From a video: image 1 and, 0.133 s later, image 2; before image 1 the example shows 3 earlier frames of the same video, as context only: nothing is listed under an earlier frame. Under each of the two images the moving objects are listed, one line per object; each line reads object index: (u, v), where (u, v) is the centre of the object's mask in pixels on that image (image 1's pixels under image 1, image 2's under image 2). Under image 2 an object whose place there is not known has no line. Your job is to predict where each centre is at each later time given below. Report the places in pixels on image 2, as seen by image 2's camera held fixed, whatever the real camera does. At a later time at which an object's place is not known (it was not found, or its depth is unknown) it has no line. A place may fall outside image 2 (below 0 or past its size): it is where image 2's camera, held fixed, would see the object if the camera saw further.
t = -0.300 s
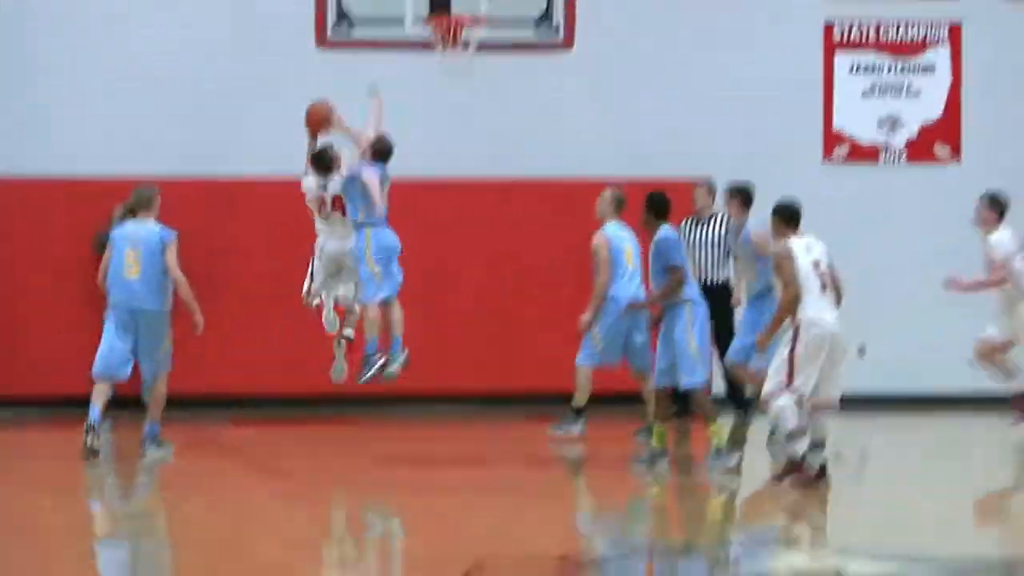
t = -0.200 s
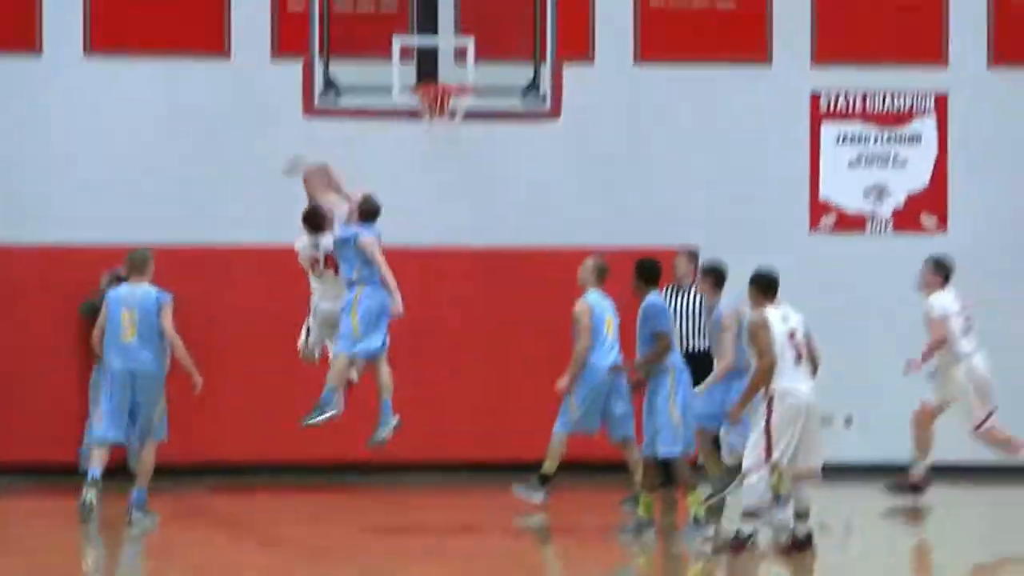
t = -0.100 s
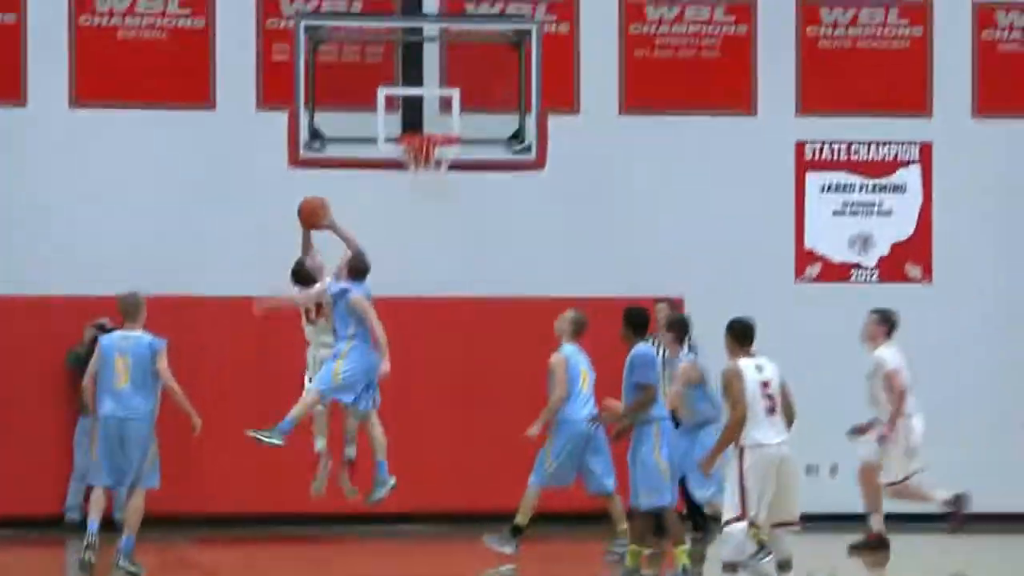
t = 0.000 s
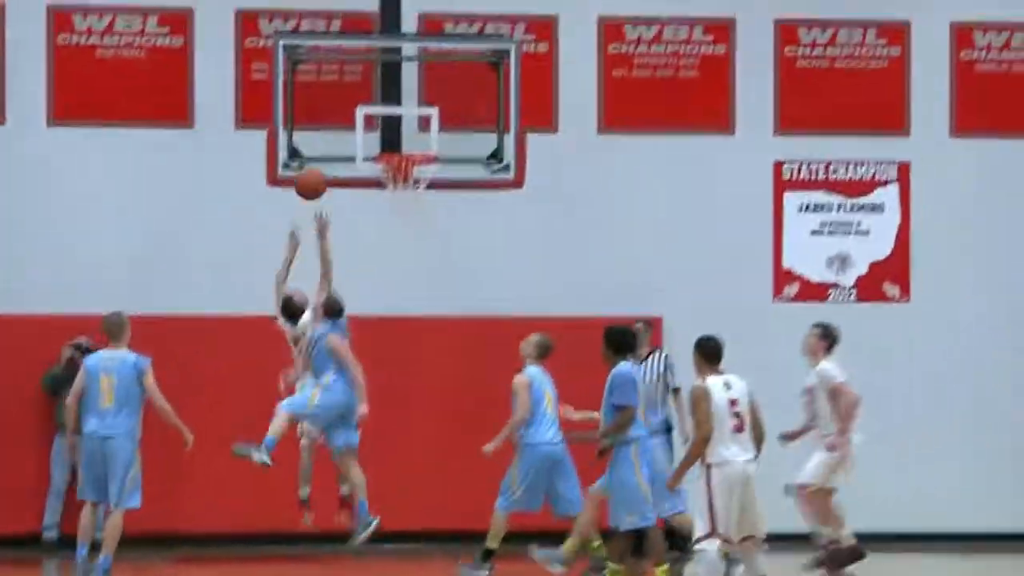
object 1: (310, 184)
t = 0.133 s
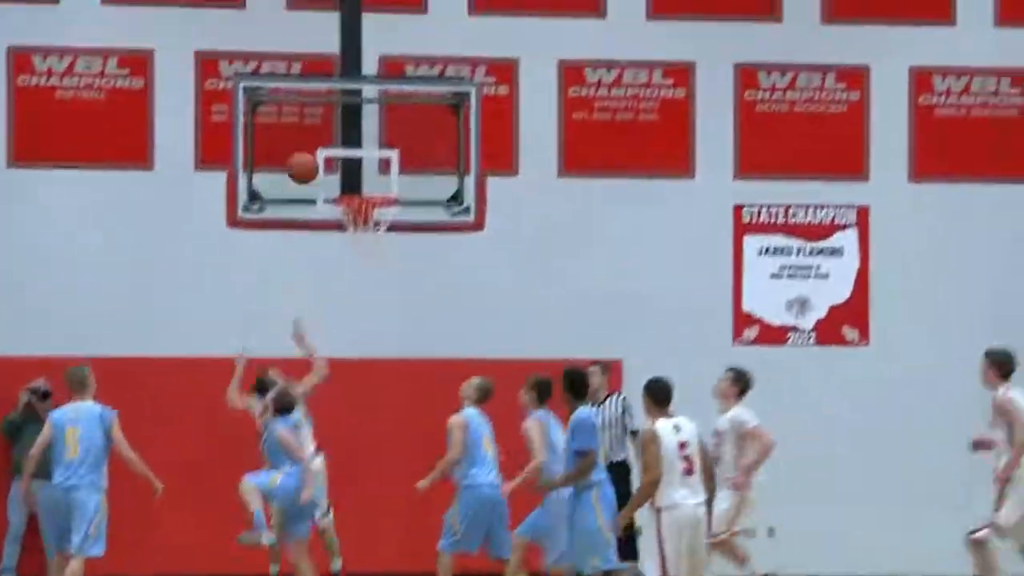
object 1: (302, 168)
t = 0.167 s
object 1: (310, 161)
